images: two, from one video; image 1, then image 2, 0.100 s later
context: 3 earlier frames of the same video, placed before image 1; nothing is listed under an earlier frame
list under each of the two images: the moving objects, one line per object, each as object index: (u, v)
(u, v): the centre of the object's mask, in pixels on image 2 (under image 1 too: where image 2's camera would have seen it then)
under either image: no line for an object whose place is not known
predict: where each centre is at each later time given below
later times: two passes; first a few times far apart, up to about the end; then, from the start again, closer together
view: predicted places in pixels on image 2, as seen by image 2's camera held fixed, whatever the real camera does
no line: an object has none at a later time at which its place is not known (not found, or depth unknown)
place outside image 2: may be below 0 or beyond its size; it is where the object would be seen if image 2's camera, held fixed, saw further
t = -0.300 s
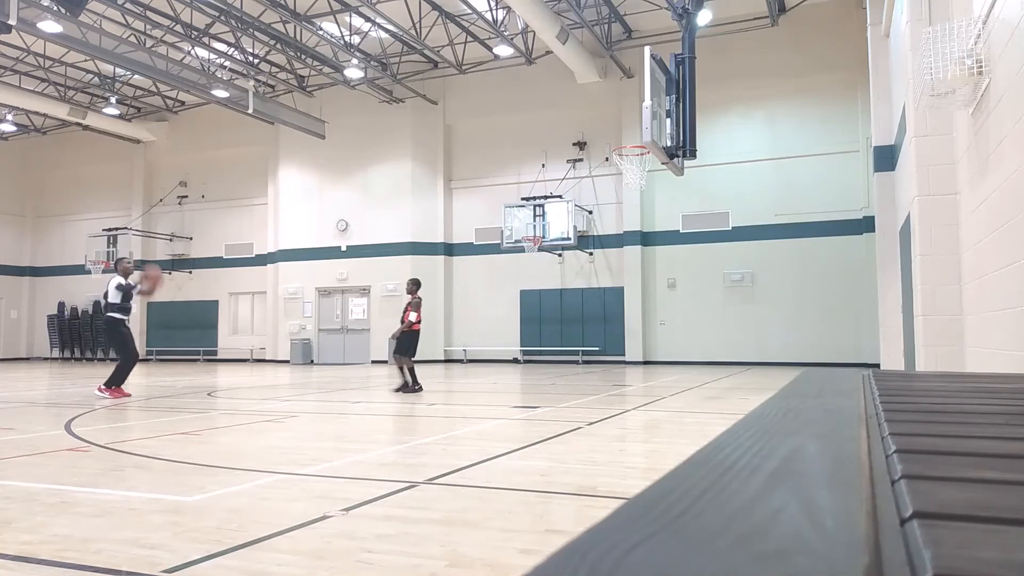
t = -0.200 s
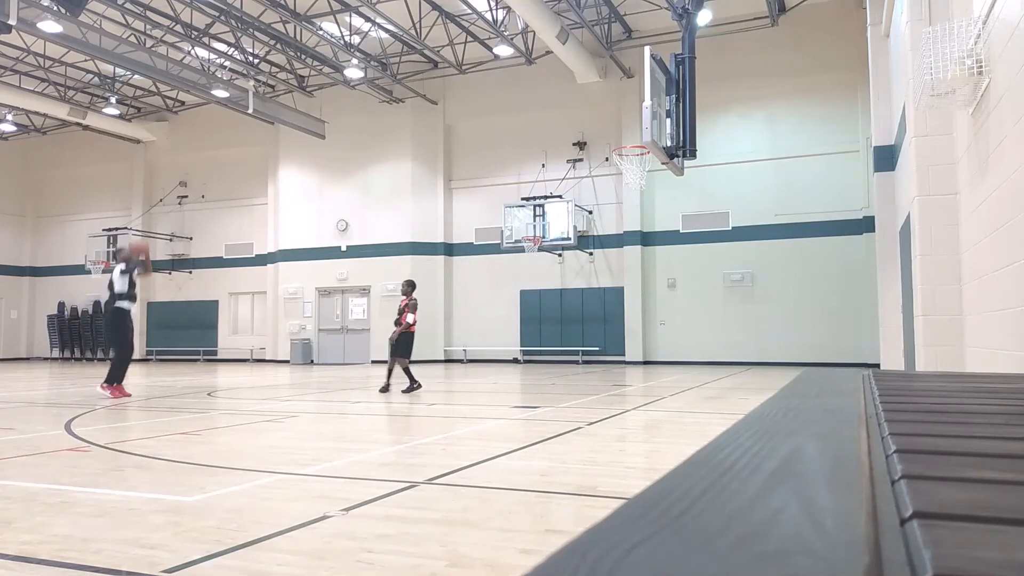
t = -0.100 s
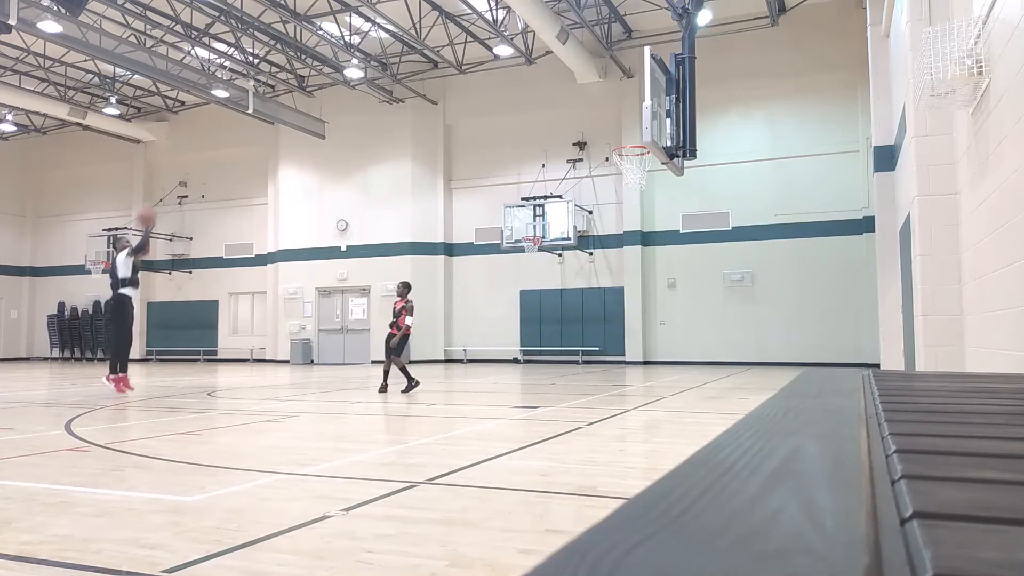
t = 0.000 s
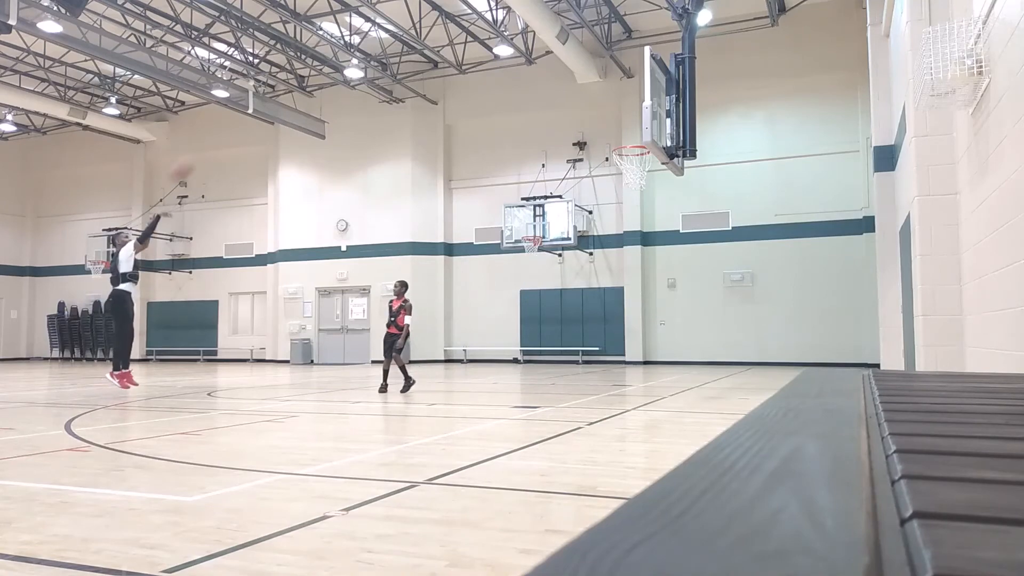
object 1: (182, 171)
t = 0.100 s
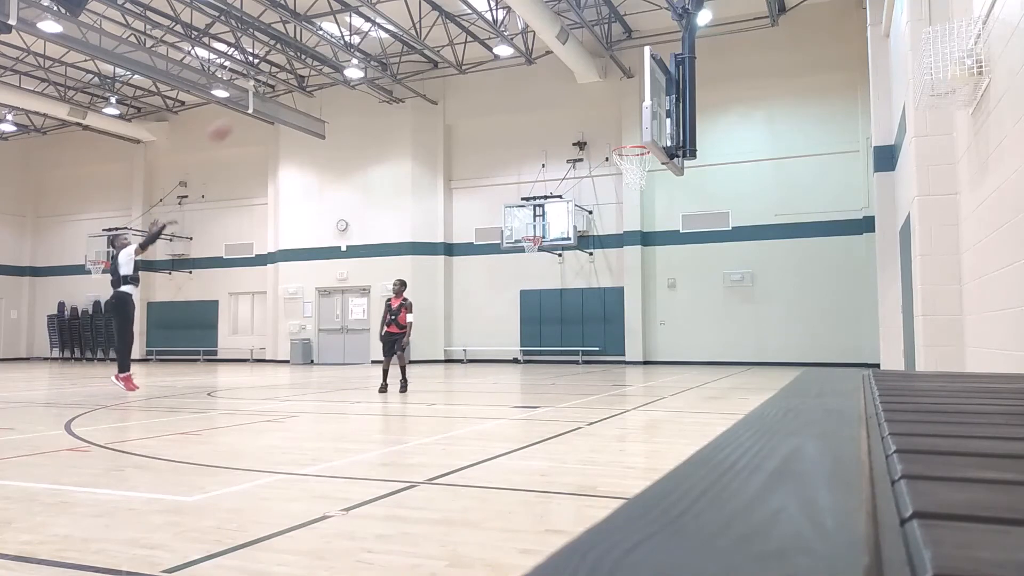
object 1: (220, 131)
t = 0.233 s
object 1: (270, 89)
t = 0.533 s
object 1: (389, 42)
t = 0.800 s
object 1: (488, 55)
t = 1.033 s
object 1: (582, 109)
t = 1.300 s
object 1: (643, 177)
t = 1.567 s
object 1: (633, 250)
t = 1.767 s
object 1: (628, 347)
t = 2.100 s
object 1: (601, 304)
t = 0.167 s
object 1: (245, 107)
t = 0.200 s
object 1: (258, 98)
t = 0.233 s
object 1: (270, 89)
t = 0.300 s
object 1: (297, 73)
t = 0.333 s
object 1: (310, 66)
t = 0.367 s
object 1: (323, 59)
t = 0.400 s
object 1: (334, 56)
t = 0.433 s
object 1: (348, 50)
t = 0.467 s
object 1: (362, 47)
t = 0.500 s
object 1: (372, 45)
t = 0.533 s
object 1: (389, 42)
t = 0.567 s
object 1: (400, 41)
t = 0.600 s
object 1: (412, 40)
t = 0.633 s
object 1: (425, 41)
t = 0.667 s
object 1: (438, 43)
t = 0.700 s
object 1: (451, 44)
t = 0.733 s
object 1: (464, 47)
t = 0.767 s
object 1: (478, 51)
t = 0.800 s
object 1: (488, 55)
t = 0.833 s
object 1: (503, 62)
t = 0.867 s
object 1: (517, 66)
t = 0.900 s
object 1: (530, 74)
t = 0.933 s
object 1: (543, 81)
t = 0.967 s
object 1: (556, 90)
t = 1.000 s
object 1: (568, 99)
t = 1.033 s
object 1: (582, 109)
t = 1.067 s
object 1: (594, 120)
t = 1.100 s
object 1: (609, 134)
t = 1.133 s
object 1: (620, 142)
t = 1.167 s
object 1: (633, 152)
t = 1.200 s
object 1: (644, 159)
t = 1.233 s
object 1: (645, 164)
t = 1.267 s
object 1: (644, 172)
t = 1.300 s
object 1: (643, 177)
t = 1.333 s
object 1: (641, 185)
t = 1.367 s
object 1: (640, 191)
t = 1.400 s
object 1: (639, 199)
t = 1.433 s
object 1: (638, 207)
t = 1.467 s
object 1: (636, 217)
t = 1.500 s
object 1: (635, 230)
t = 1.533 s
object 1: (634, 239)
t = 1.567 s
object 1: (633, 250)
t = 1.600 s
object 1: (632, 266)
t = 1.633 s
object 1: (631, 281)
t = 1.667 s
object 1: (630, 297)
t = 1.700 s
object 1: (629, 312)
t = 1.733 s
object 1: (628, 330)
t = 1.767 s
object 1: (628, 347)
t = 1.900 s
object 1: (620, 361)
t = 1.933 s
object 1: (616, 348)
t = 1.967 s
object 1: (613, 338)
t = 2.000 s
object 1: (610, 328)
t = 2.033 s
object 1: (607, 319)
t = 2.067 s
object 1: (604, 311)
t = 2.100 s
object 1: (601, 304)
